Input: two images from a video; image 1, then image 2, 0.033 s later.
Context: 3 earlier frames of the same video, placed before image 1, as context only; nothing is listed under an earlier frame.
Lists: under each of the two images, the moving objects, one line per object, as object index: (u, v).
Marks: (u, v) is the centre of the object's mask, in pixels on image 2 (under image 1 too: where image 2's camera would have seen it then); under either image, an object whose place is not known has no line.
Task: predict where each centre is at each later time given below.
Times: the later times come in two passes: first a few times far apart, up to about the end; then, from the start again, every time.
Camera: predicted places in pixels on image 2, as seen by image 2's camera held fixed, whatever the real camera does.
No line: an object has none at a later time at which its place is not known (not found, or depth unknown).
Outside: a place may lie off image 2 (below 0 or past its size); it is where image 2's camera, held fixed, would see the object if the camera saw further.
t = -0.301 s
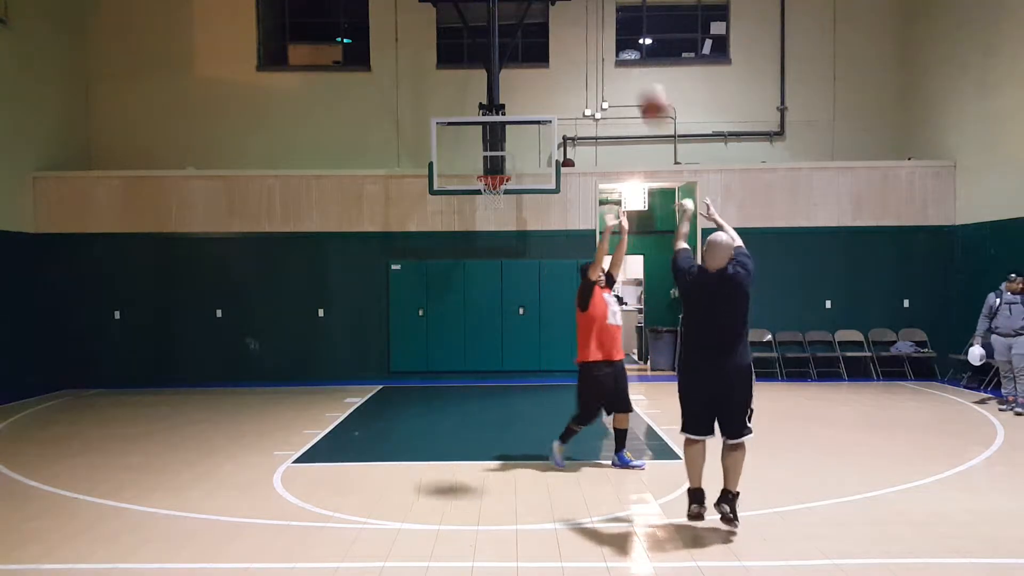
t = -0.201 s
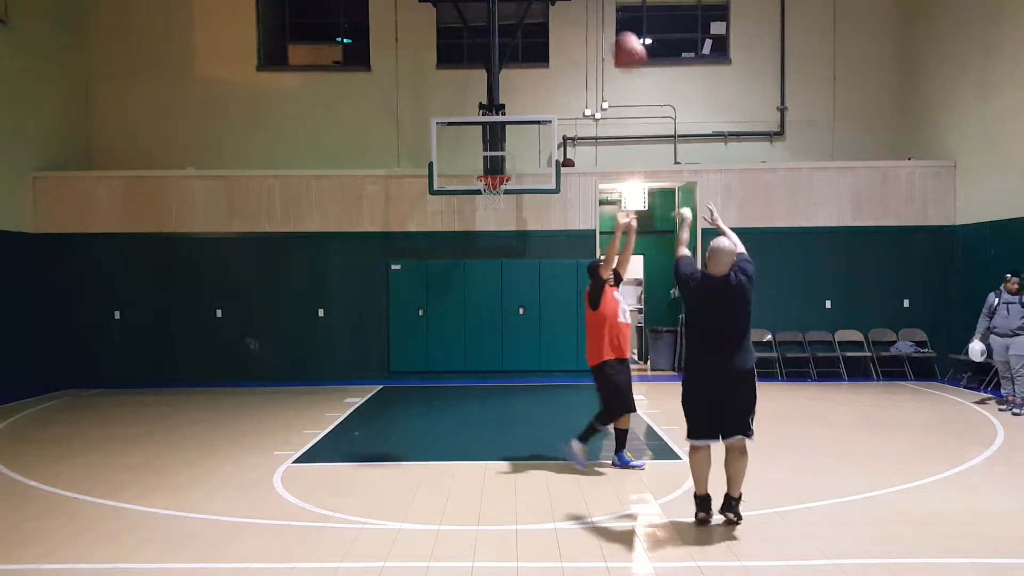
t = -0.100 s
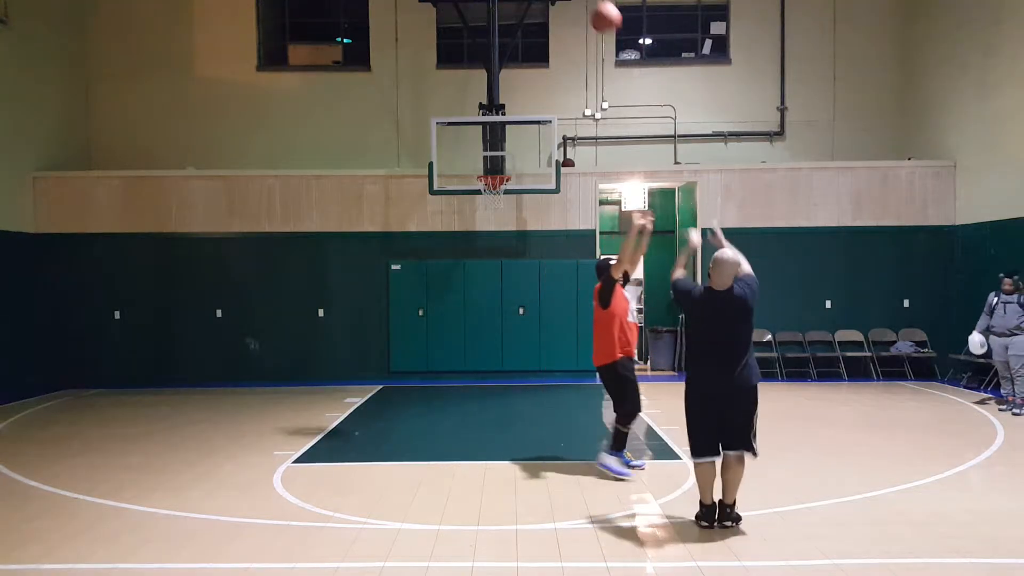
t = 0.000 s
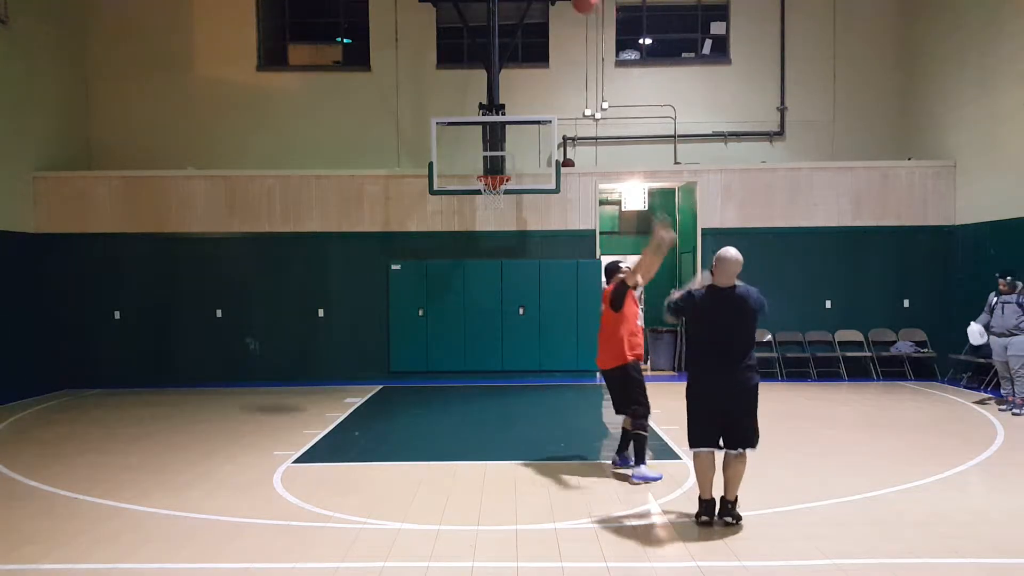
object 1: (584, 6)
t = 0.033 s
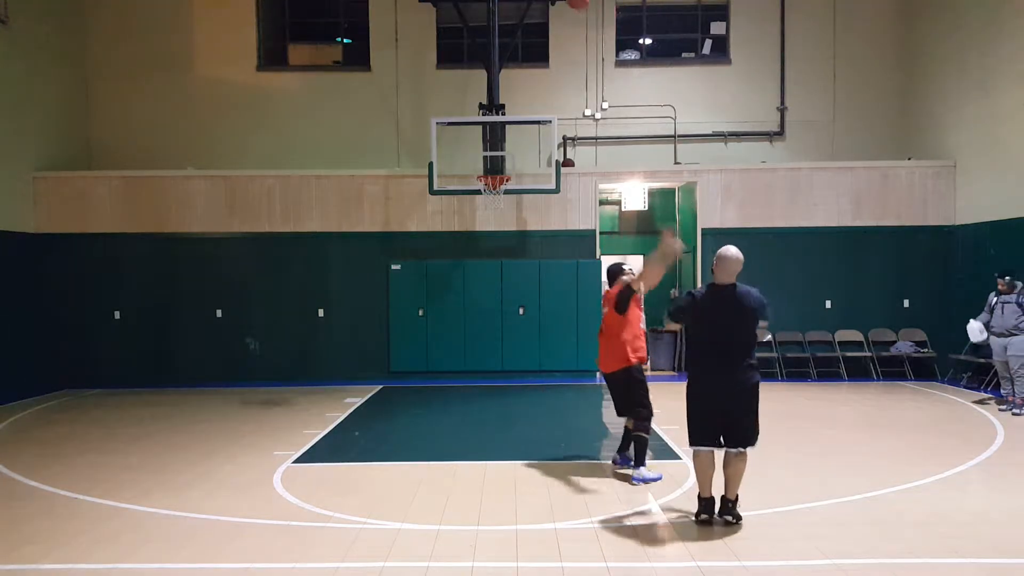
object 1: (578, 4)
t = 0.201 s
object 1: (553, 4)
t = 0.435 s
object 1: (526, 37)
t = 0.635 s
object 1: (505, 100)
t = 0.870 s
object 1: (495, 172)
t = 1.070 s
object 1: (478, 164)
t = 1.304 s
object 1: (457, 183)
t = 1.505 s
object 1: (440, 236)
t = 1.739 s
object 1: (416, 341)
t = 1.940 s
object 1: (397, 365)
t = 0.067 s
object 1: (572, 3)
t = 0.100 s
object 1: (567, 3)
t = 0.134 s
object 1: (563, 3)
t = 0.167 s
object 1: (558, 3)
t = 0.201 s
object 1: (553, 4)
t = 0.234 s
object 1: (548, 5)
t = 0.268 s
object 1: (543, 8)
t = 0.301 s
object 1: (541, 10)
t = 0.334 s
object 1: (538, 15)
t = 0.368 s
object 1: (533, 22)
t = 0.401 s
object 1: (528, 30)
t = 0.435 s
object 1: (526, 37)
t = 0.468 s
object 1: (522, 46)
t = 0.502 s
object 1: (519, 55)
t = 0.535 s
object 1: (515, 65)
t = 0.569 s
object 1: (510, 77)
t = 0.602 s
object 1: (507, 89)
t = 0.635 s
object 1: (505, 100)
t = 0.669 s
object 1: (502, 111)
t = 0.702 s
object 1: (501, 127)
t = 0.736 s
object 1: (497, 135)
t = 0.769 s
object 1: (495, 150)
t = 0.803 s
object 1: (494, 165)
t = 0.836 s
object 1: (493, 172)
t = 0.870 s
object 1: (495, 172)
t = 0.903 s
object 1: (496, 171)
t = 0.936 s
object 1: (493, 169)
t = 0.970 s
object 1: (489, 167)
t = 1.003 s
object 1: (484, 165)
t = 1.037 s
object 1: (481, 164)
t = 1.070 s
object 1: (478, 164)
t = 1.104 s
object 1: (475, 164)
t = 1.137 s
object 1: (472, 165)
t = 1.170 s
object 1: (469, 167)
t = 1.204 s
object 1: (466, 169)
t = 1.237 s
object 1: (464, 173)
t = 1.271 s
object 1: (461, 177)
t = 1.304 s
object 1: (457, 183)
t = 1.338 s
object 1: (455, 189)
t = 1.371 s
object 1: (452, 197)
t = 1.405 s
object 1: (448, 206)
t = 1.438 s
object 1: (446, 214)
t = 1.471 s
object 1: (442, 223)
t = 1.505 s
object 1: (440, 236)
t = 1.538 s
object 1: (437, 246)
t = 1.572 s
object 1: (434, 259)
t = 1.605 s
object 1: (431, 273)
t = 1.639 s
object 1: (427, 289)
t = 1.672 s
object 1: (423, 305)
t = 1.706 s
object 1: (420, 322)
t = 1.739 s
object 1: (416, 341)
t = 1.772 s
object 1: (412, 362)
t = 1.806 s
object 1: (409, 383)
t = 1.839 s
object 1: (404, 404)
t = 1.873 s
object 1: (402, 394)
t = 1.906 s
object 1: (400, 379)
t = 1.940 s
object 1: (397, 365)
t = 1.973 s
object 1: (395, 352)
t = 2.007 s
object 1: (392, 339)
